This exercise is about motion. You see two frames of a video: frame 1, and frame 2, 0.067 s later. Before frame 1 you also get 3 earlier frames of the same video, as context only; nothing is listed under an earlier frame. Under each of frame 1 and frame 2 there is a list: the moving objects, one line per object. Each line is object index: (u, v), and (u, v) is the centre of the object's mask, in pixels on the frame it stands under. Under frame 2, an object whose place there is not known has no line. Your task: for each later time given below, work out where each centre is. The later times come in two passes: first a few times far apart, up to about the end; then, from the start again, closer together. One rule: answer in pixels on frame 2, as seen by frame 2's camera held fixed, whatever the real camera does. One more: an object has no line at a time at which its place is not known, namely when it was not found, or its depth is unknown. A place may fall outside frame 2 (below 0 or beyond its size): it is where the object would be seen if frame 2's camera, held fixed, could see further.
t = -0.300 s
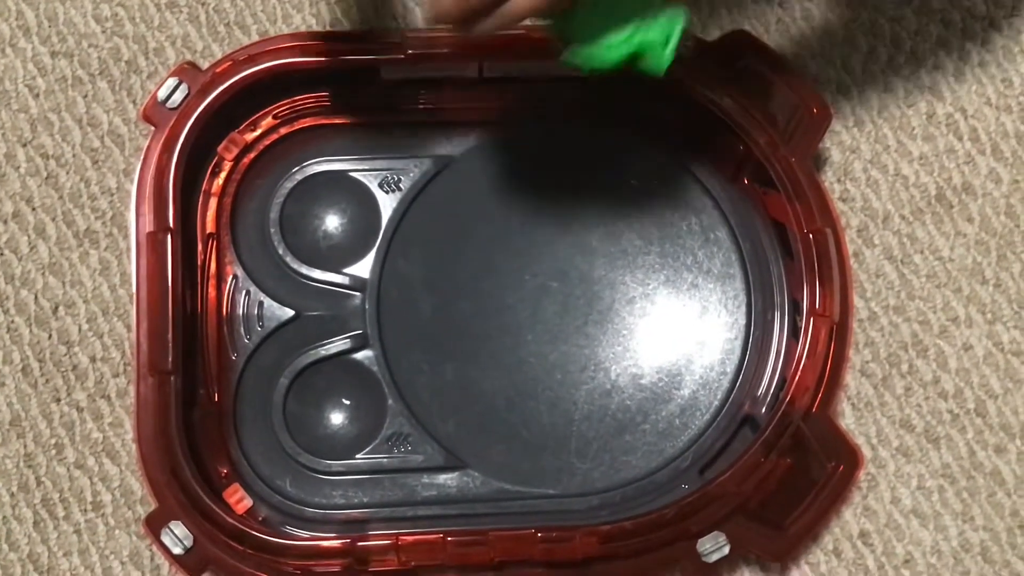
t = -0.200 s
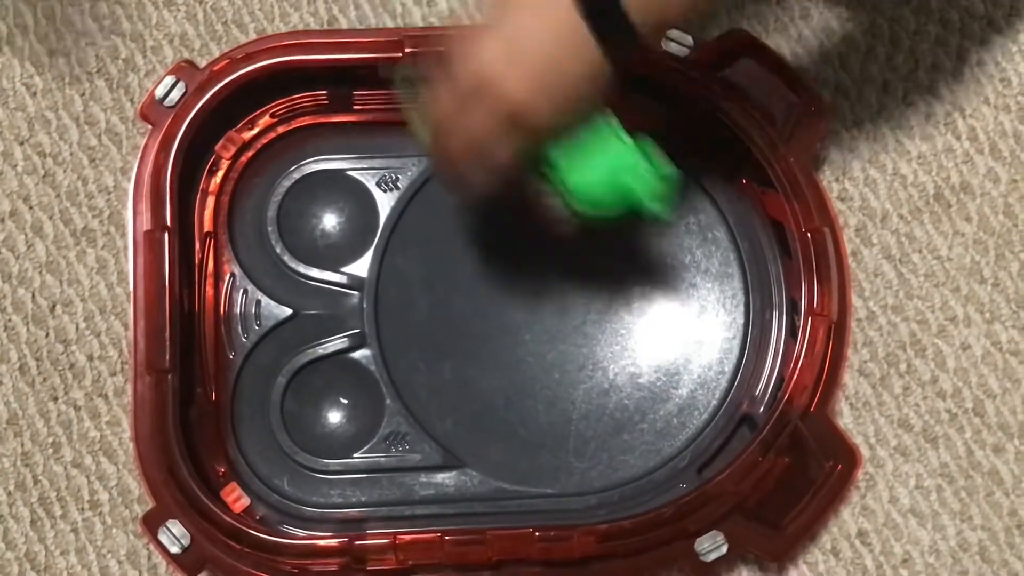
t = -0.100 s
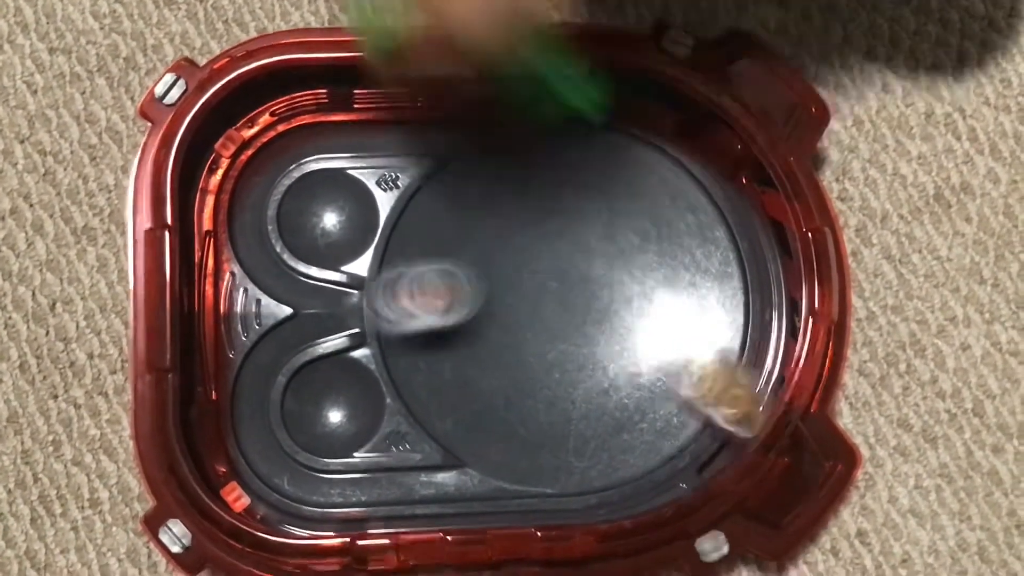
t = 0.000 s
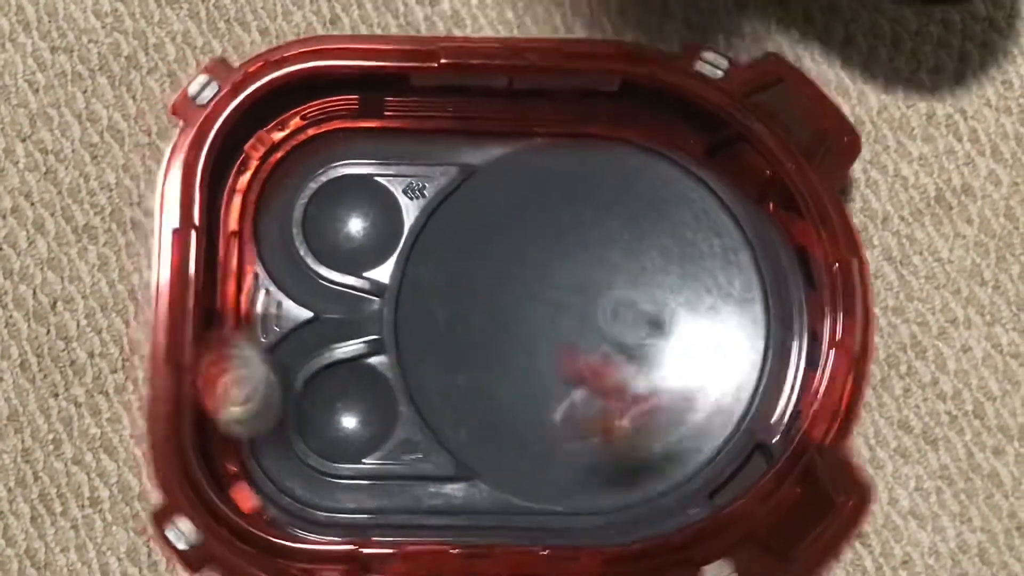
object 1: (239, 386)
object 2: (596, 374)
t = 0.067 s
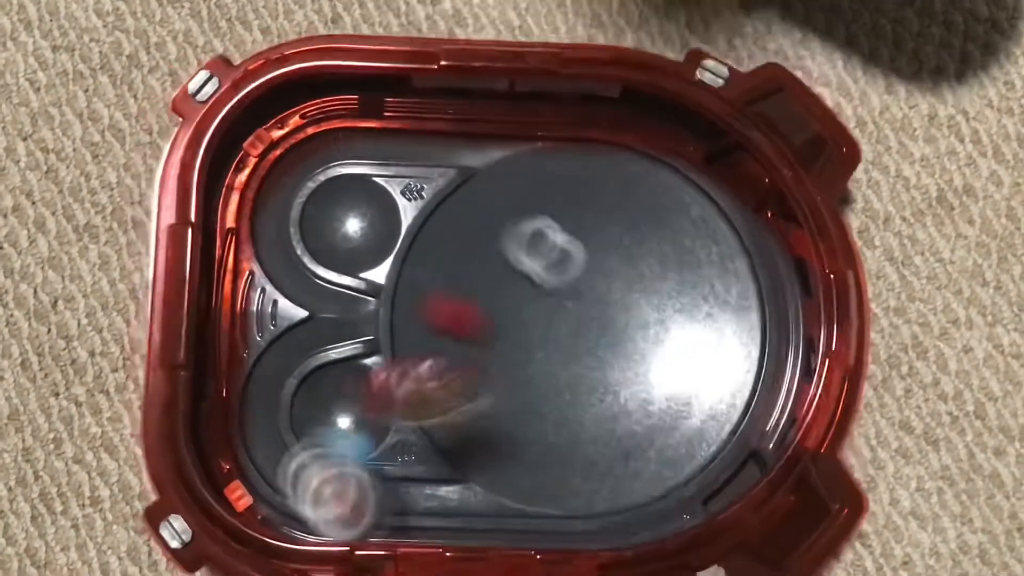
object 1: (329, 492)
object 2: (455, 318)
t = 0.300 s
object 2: (268, 151)
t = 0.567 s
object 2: (368, 104)
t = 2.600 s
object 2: (555, 334)
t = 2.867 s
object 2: (553, 302)
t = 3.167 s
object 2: (561, 332)
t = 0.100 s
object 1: (395, 523)
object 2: (402, 297)
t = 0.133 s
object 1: (449, 500)
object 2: (339, 263)
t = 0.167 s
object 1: (495, 483)
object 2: (279, 245)
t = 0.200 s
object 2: (243, 219)
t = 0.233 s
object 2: (222, 184)
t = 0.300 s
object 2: (268, 151)
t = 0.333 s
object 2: (276, 129)
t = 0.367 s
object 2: (288, 116)
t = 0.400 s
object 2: (306, 108)
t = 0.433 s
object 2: (326, 107)
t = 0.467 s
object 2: (343, 106)
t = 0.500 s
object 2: (353, 104)
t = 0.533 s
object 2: (361, 101)
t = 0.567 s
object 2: (368, 104)
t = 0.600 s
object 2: (378, 113)
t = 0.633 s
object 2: (388, 123)
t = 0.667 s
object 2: (395, 126)
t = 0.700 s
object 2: (405, 137)
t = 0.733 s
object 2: (411, 147)
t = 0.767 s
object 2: (416, 154)
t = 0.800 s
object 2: (423, 150)
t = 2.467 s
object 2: (557, 371)
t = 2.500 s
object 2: (559, 362)
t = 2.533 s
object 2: (558, 352)
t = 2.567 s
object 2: (557, 342)
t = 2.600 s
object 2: (555, 334)
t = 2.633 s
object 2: (554, 324)
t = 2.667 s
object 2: (554, 315)
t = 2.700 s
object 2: (554, 308)
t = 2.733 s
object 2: (555, 303)
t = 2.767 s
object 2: (554, 302)
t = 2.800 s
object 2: (553, 301)
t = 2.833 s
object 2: (553, 301)
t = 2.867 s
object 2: (553, 302)
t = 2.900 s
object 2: (553, 302)
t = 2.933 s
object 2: (554, 304)
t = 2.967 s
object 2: (555, 305)
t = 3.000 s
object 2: (556, 307)
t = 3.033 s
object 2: (557, 312)
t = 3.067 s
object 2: (558, 316)
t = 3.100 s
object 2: (558, 322)
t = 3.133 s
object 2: (559, 327)
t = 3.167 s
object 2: (561, 332)
